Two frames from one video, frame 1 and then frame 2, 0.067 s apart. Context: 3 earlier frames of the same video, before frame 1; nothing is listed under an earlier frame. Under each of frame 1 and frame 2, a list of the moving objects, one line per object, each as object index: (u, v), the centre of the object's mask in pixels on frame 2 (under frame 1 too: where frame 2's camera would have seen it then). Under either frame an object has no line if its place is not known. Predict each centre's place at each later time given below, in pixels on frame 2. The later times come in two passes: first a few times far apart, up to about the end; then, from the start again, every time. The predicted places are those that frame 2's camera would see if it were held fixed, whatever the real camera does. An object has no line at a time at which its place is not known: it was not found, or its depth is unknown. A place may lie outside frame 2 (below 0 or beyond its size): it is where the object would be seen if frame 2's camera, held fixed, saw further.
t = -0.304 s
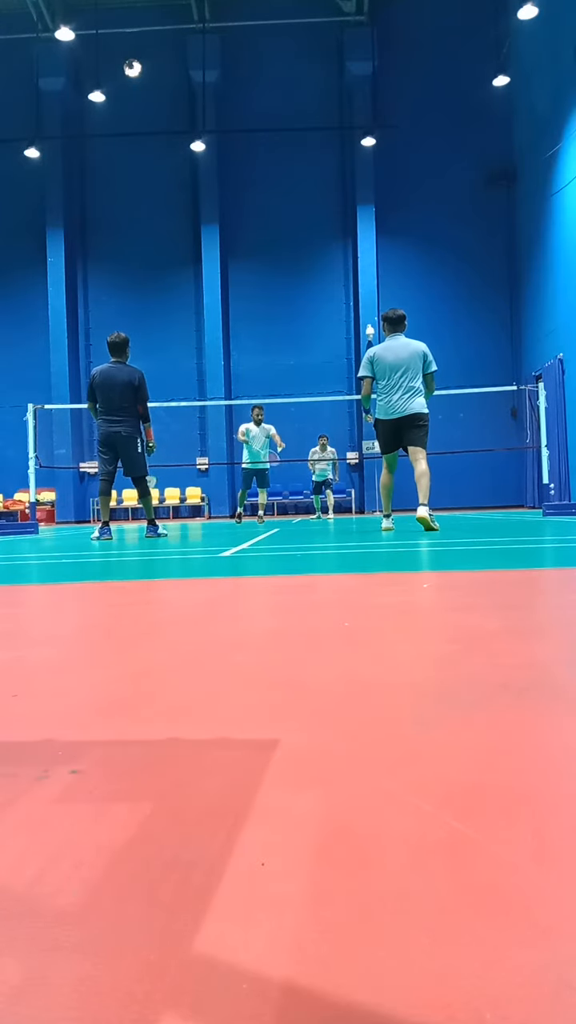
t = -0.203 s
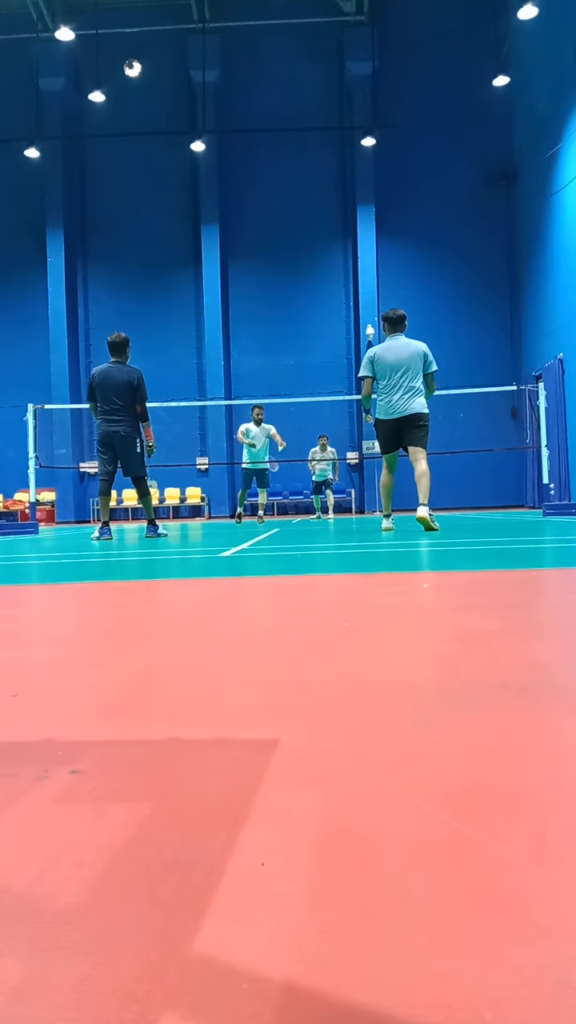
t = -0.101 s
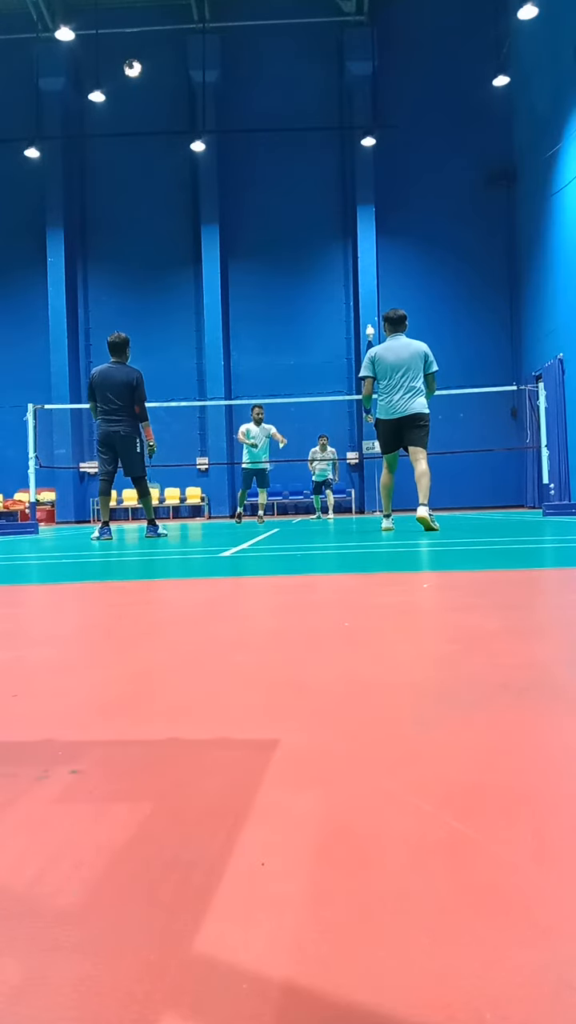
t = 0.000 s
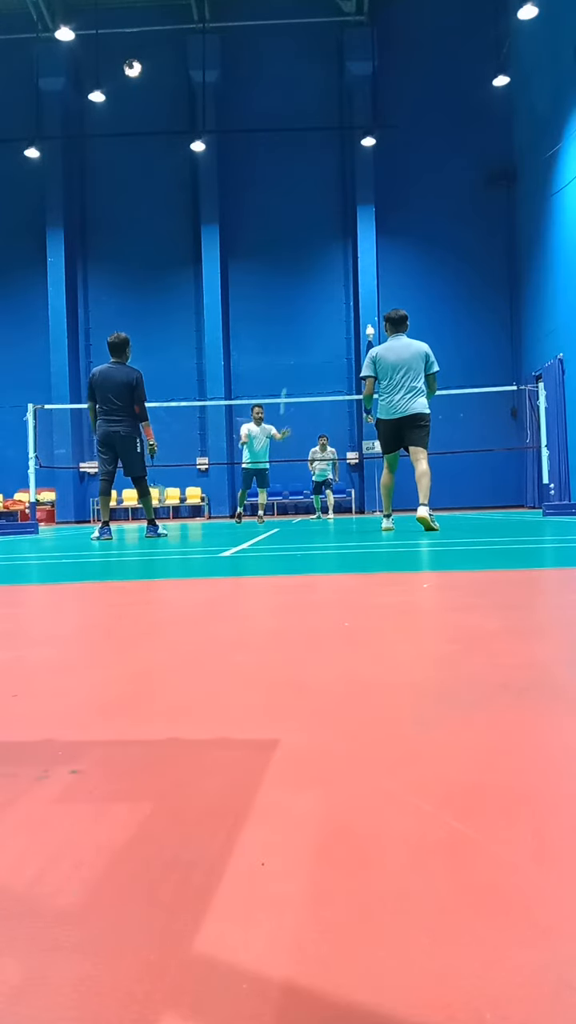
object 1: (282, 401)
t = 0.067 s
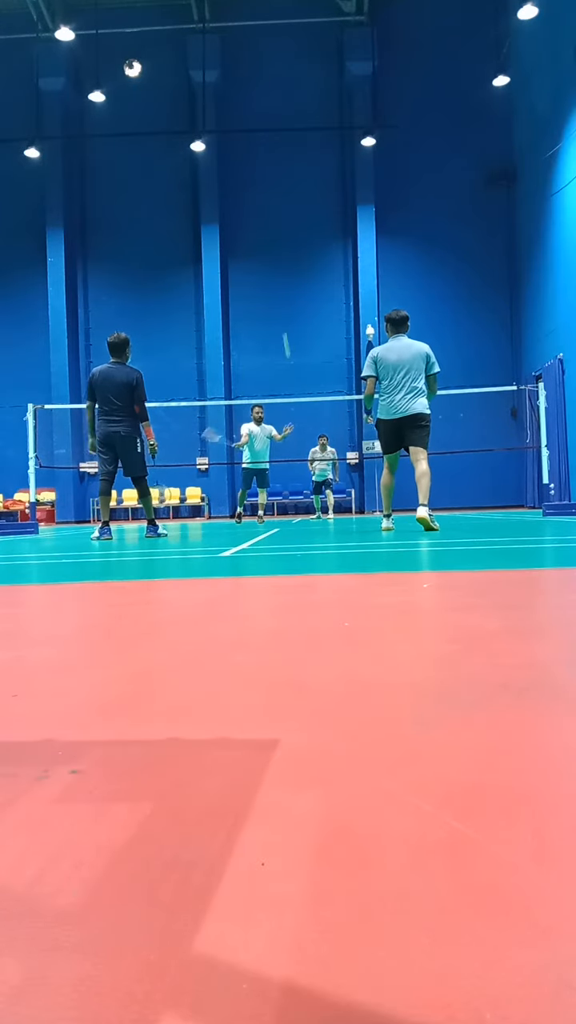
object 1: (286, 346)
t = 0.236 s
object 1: (288, 233)
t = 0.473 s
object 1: (291, 124)
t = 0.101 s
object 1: (284, 320)
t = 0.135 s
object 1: (286, 297)
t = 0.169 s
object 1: (287, 274)
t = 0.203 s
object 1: (287, 253)
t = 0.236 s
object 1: (288, 233)
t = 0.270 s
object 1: (288, 214)
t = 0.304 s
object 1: (288, 196)
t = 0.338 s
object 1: (288, 179)
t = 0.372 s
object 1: (289, 164)
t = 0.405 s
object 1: (290, 149)
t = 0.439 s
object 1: (290, 136)
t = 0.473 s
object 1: (291, 124)
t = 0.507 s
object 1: (292, 113)
